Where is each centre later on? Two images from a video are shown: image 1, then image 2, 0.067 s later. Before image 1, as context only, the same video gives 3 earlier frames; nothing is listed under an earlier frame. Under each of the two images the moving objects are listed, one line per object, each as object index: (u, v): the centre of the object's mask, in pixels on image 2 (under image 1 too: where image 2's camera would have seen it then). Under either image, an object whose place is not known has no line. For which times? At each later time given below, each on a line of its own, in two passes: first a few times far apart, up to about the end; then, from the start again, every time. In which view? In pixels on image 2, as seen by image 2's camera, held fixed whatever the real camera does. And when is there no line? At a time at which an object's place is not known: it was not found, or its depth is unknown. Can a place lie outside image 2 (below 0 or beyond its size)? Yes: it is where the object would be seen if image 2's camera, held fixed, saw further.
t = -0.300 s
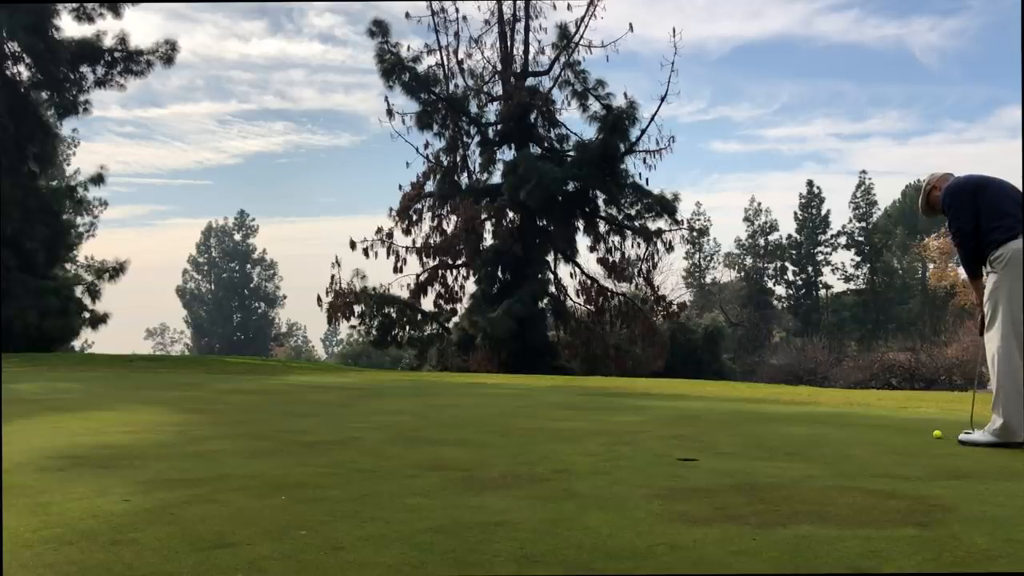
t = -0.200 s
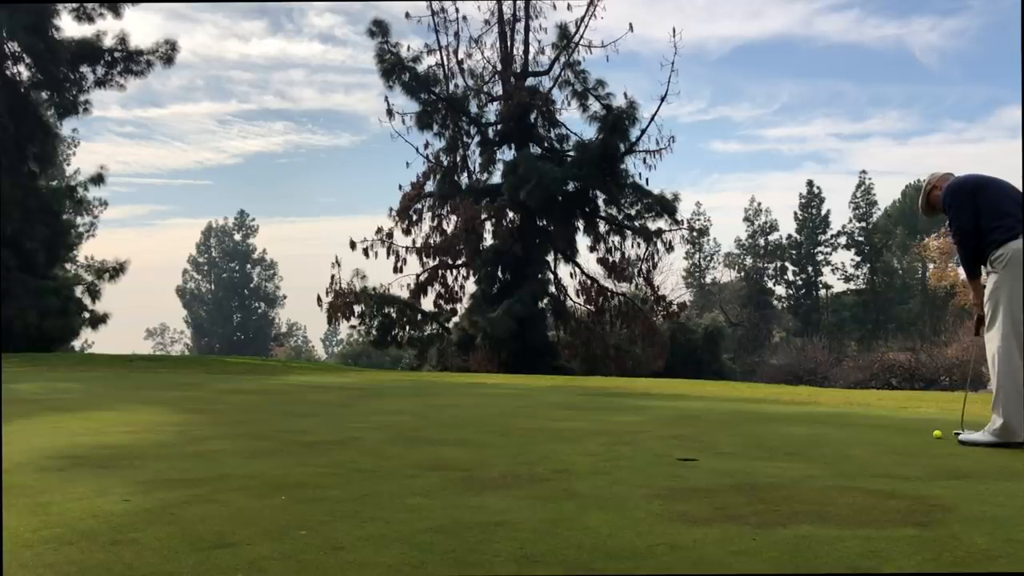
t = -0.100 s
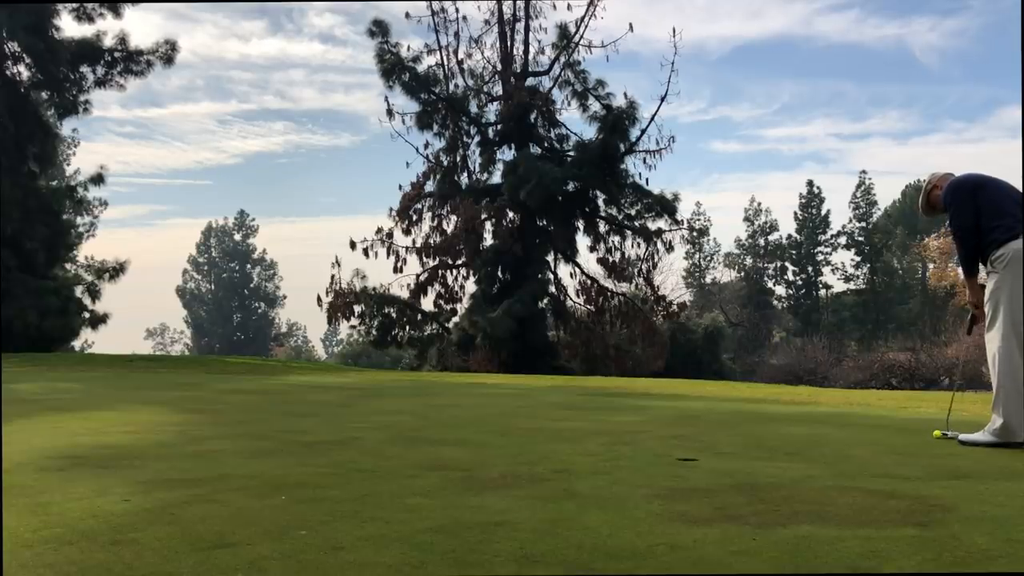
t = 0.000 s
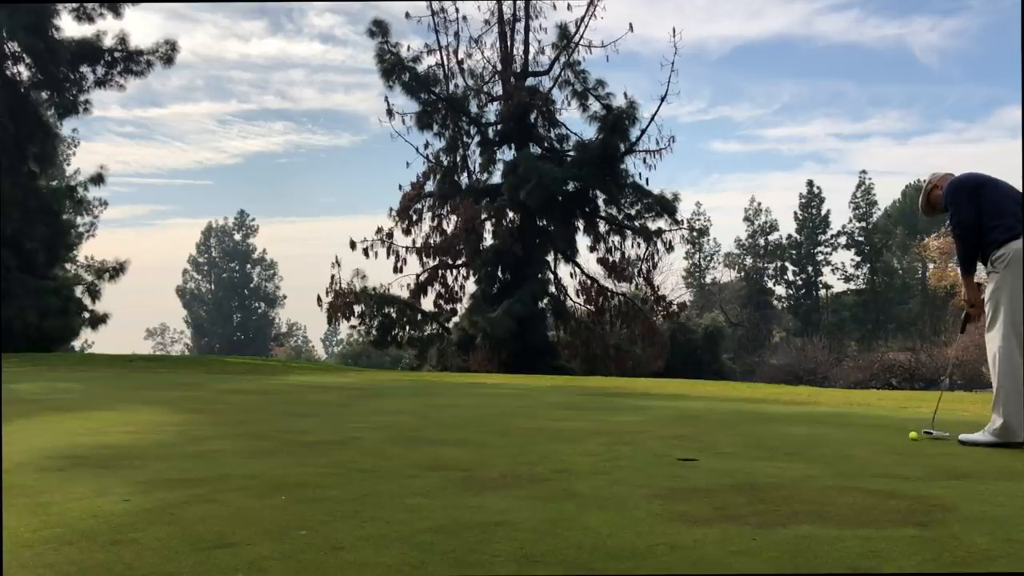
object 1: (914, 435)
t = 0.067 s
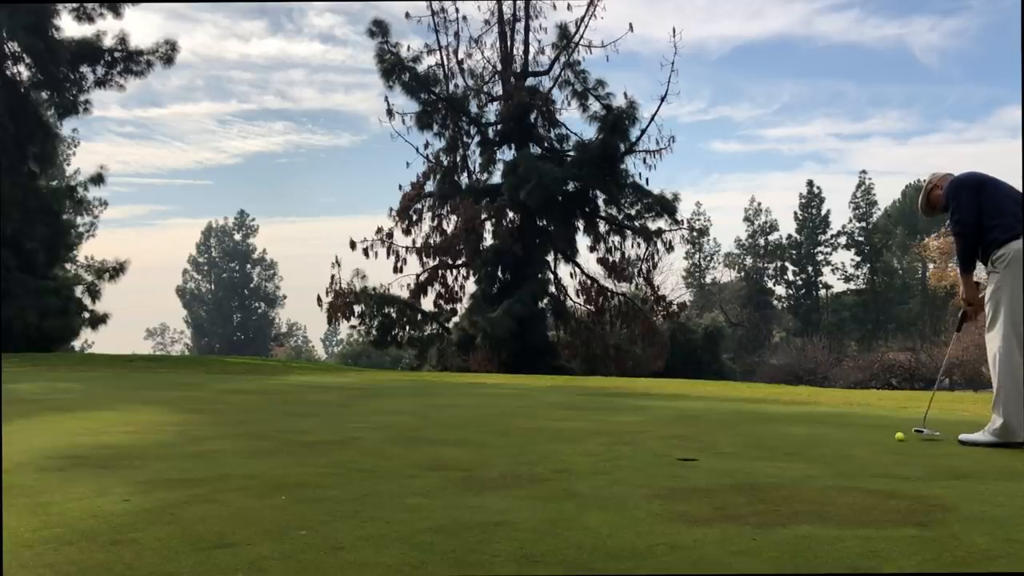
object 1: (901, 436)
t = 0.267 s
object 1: (861, 439)
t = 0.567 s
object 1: (806, 443)
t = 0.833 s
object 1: (762, 447)
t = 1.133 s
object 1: (719, 451)
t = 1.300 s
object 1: (697, 453)
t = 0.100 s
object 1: (893, 436)
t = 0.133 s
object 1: (887, 437)
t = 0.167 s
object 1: (880, 437)
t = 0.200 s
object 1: (874, 438)
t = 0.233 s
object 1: (867, 438)
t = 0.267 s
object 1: (861, 439)
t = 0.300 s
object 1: (854, 440)
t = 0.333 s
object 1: (848, 440)
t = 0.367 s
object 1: (842, 441)
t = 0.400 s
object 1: (836, 441)
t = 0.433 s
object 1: (830, 442)
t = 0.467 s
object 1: (824, 442)
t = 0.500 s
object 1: (818, 443)
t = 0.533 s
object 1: (812, 443)
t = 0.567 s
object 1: (806, 443)
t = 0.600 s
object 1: (800, 444)
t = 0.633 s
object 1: (795, 444)
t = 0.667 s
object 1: (789, 445)
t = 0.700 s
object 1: (784, 445)
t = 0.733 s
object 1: (778, 446)
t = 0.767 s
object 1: (773, 446)
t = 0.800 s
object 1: (768, 447)
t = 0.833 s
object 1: (762, 447)
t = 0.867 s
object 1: (757, 448)
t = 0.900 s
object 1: (752, 448)
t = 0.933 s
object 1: (747, 448)
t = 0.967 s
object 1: (742, 449)
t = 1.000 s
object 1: (737, 449)
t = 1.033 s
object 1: (733, 449)
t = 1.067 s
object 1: (728, 450)
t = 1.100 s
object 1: (723, 451)
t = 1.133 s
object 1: (719, 451)
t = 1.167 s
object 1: (714, 451)
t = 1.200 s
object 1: (710, 452)
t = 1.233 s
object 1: (705, 452)
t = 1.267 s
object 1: (701, 453)
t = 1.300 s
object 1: (697, 453)
